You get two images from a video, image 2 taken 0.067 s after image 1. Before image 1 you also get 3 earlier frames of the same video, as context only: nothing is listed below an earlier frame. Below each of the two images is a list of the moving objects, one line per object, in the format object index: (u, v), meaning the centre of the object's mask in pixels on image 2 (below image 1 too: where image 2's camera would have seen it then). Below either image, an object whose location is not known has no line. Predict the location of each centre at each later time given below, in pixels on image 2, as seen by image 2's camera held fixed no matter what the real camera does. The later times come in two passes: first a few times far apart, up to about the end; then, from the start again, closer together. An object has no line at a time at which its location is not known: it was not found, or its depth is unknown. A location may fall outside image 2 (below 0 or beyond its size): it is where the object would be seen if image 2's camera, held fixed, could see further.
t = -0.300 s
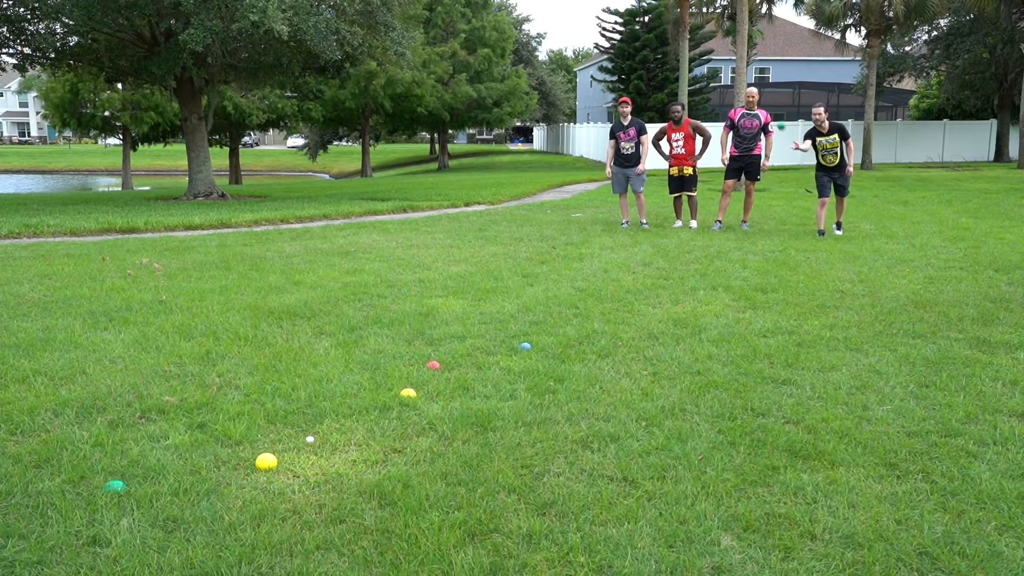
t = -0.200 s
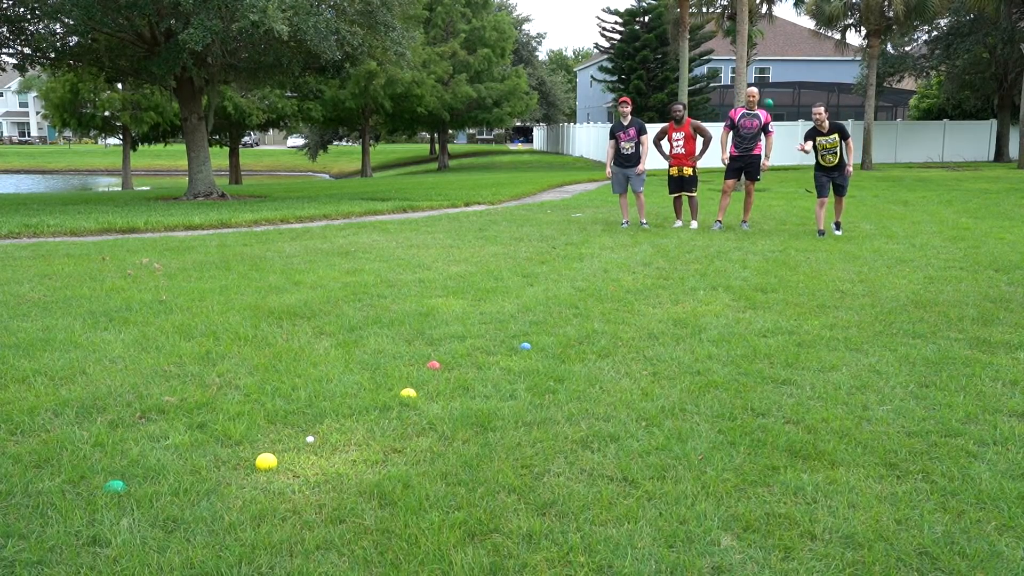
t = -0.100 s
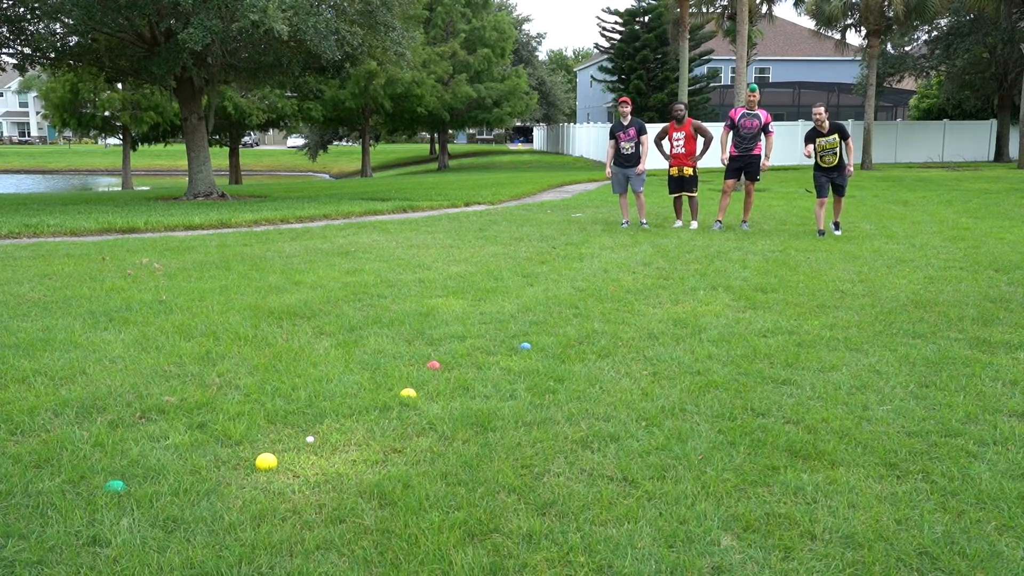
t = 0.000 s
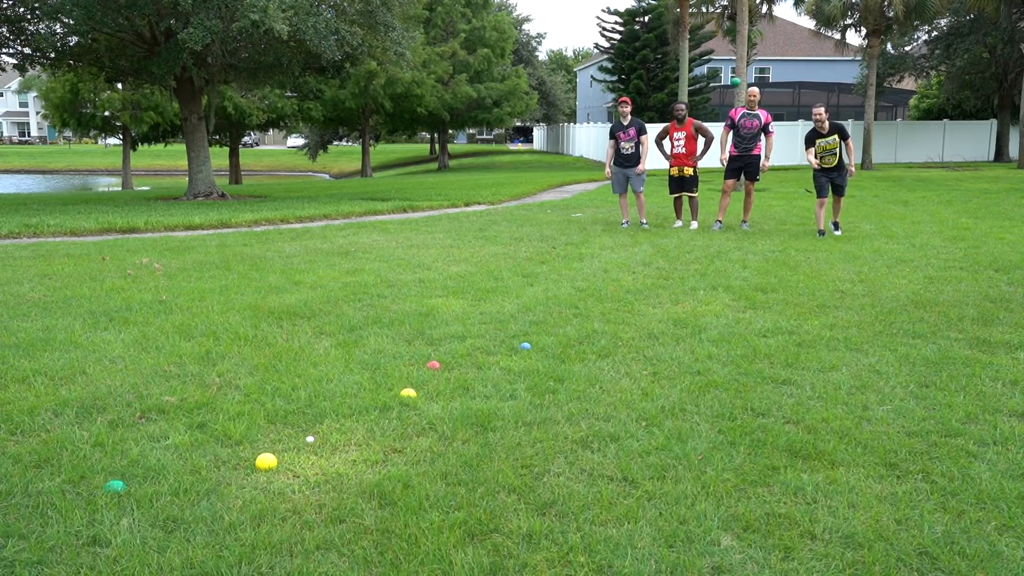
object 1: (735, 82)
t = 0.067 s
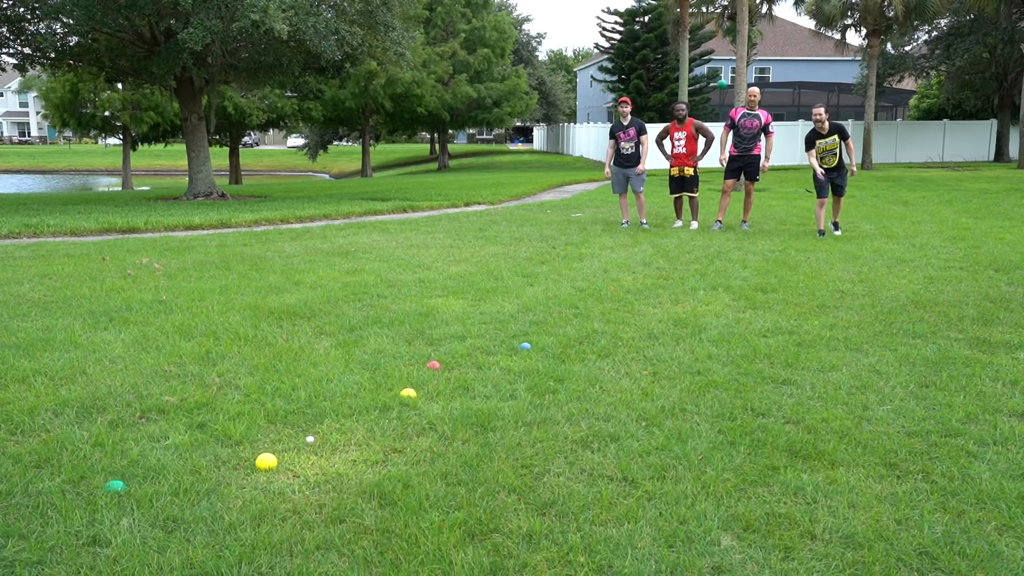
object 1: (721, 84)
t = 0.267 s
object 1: (672, 127)
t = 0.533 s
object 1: (579, 308)
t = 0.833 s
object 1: (486, 330)
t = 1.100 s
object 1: (386, 427)
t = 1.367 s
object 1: (267, 466)
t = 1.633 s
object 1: (127, 530)
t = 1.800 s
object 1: (31, 573)
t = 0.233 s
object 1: (682, 116)
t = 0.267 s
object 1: (672, 127)
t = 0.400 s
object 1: (631, 194)
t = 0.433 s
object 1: (618, 219)
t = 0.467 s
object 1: (607, 246)
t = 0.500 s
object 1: (593, 275)
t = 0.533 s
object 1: (579, 308)
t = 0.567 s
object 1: (565, 342)
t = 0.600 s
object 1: (552, 354)
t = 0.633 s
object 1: (544, 349)
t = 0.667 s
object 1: (535, 342)
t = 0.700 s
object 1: (526, 336)
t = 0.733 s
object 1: (516, 331)
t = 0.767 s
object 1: (506, 329)
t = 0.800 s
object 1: (496, 328)
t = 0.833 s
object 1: (486, 330)
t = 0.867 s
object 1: (475, 333)
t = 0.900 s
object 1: (463, 339)
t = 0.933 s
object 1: (452, 347)
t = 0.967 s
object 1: (440, 357)
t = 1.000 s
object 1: (426, 371)
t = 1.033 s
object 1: (414, 386)
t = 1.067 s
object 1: (400, 406)
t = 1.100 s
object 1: (386, 427)
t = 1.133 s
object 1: (371, 436)
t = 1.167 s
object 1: (358, 434)
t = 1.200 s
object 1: (344, 432)
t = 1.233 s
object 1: (330, 434)
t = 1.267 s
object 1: (315, 437)
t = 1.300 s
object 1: (300, 444)
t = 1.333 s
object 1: (285, 453)
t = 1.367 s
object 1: (267, 466)
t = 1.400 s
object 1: (251, 481)
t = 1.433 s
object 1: (234, 497)
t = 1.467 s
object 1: (215, 509)
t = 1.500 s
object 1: (197, 510)
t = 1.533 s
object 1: (180, 512)
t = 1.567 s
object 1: (164, 515)
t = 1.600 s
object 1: (145, 521)
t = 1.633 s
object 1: (127, 530)
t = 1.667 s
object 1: (108, 543)
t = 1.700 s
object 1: (89, 557)
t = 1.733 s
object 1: (71, 571)
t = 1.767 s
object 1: (49, 573)
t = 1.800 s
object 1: (31, 573)
